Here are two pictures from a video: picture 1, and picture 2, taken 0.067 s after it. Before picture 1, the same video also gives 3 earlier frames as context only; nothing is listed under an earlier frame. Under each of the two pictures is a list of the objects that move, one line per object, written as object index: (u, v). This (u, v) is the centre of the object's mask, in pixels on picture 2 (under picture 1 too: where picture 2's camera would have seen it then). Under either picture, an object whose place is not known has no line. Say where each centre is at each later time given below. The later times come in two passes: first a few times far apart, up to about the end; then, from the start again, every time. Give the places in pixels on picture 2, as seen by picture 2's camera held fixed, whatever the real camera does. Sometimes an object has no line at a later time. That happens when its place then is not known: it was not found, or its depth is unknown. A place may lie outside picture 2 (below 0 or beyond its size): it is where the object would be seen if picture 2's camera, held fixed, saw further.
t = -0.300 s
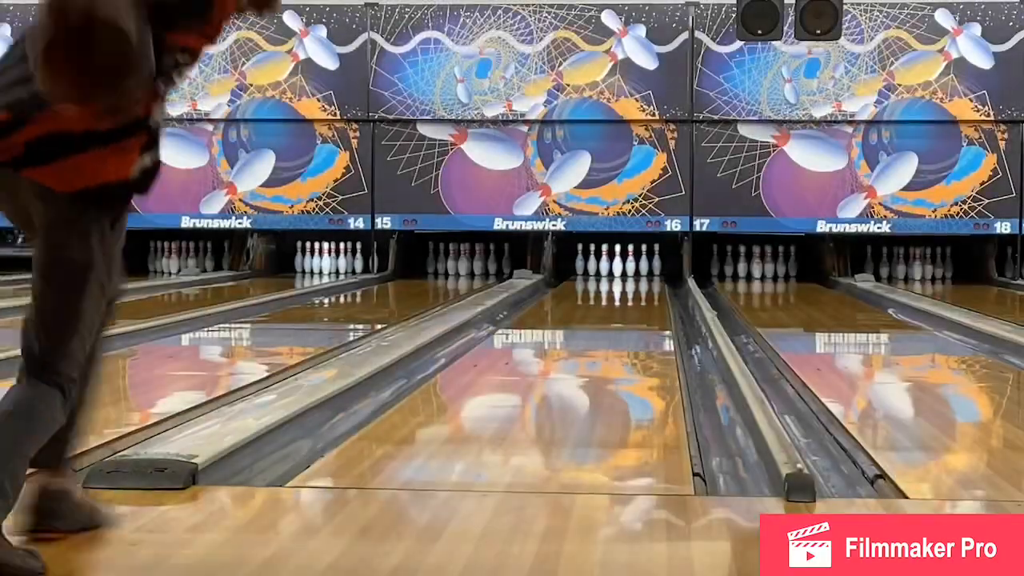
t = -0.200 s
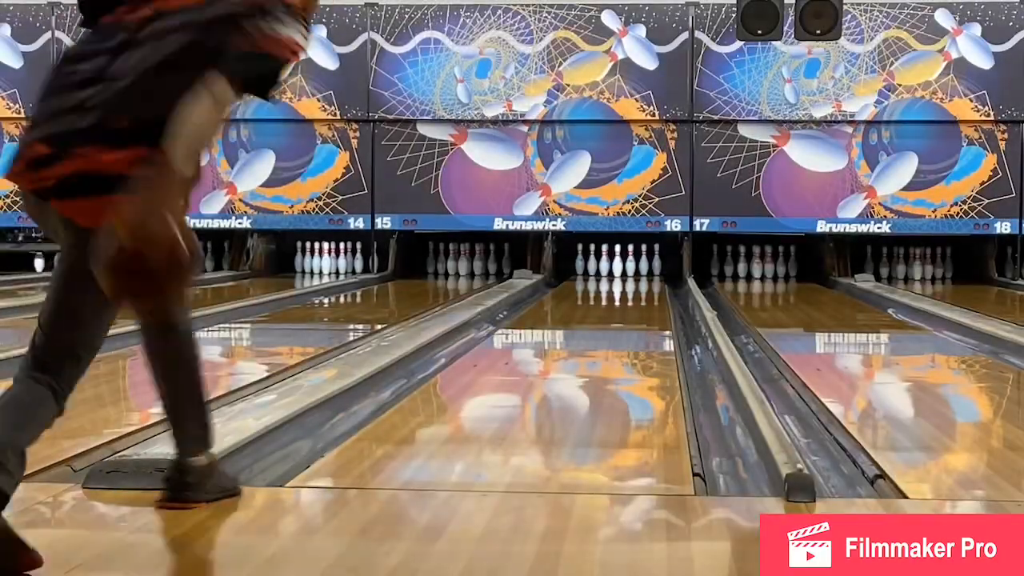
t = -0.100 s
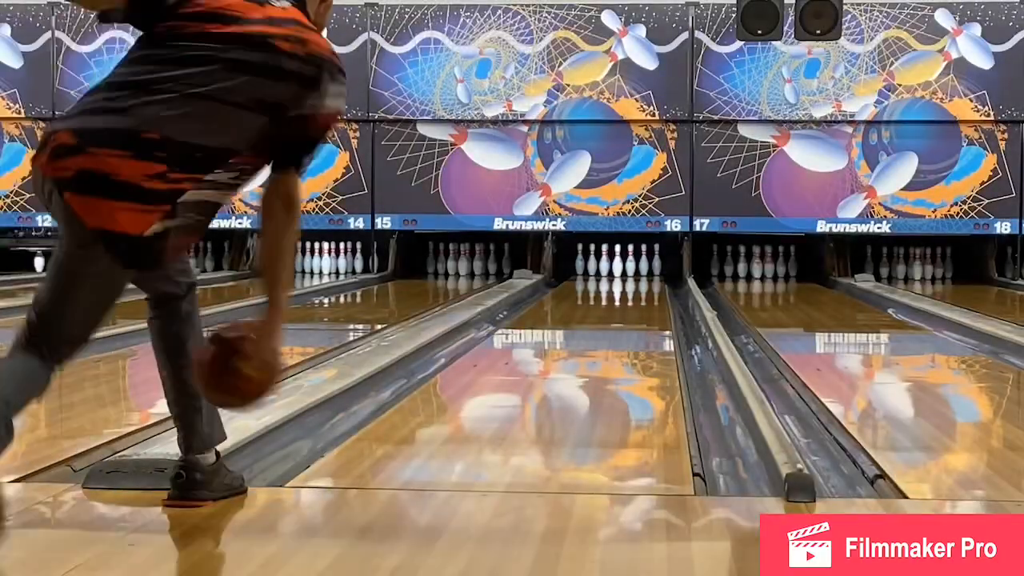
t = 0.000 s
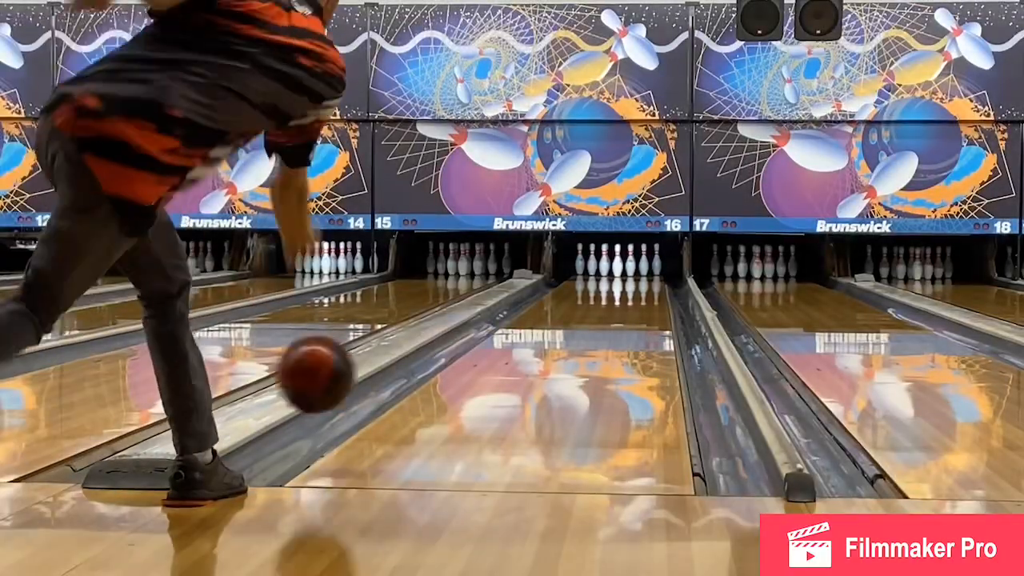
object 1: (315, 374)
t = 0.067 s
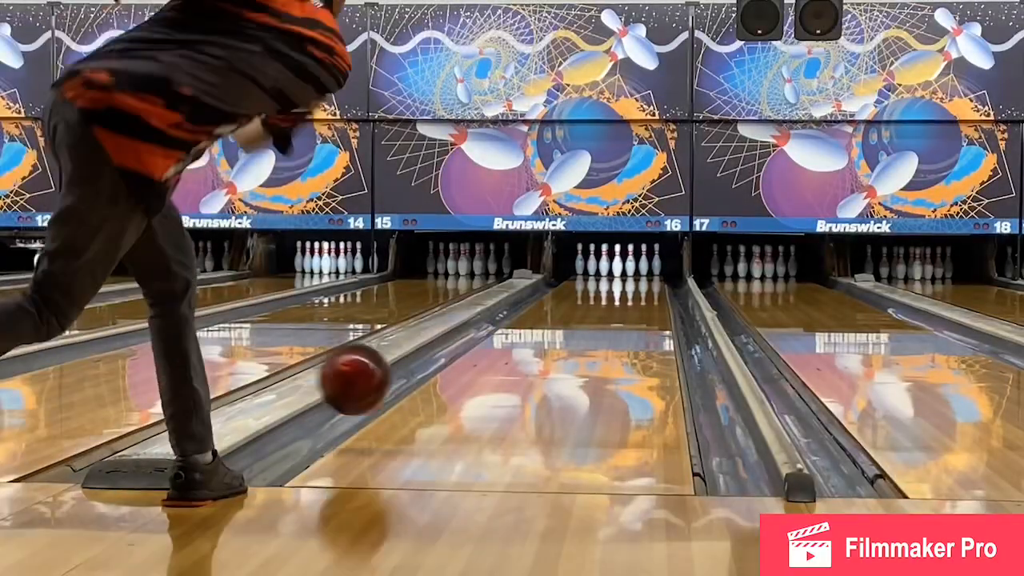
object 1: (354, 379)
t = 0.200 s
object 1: (415, 390)
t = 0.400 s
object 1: (478, 360)
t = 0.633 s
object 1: (527, 337)
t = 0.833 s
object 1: (558, 322)
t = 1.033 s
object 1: (581, 311)
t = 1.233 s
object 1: (599, 301)
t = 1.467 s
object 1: (614, 292)
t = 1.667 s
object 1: (625, 286)
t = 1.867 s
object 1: (632, 281)
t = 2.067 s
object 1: (636, 277)
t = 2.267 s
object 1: (636, 273)
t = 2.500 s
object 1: (630, 270)
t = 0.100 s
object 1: (371, 387)
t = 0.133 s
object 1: (387, 398)
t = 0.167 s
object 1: (402, 395)
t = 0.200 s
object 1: (415, 390)
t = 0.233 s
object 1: (427, 384)
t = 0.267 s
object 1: (439, 378)
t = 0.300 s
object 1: (450, 373)
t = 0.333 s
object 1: (460, 368)
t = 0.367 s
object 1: (469, 364)
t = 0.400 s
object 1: (478, 360)
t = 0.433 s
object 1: (486, 356)
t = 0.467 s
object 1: (494, 352)
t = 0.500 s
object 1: (501, 349)
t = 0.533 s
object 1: (508, 346)
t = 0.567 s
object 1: (515, 343)
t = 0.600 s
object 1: (521, 340)
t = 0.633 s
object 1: (527, 337)
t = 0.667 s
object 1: (533, 334)
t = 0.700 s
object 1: (537, 331)
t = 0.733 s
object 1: (543, 329)
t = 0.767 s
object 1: (548, 326)
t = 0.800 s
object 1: (553, 324)
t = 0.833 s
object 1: (558, 322)
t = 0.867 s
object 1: (562, 320)
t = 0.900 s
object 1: (566, 318)
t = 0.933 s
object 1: (570, 316)
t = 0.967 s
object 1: (574, 314)
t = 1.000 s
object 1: (577, 312)
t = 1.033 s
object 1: (581, 311)
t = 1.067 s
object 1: (584, 308)
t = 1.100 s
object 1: (588, 307)
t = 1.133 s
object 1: (591, 306)
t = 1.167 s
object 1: (592, 304)
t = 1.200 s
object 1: (596, 303)
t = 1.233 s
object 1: (599, 301)
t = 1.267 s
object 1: (601, 300)
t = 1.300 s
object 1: (604, 298)
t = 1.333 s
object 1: (605, 297)
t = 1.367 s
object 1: (608, 296)
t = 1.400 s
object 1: (610, 294)
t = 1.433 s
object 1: (612, 293)
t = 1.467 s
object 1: (614, 292)
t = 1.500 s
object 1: (615, 292)
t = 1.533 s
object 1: (618, 291)
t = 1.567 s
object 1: (621, 289)
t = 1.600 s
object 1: (622, 288)
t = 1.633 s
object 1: (623, 288)
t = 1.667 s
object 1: (625, 286)
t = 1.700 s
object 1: (626, 285)
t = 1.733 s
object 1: (627, 284)
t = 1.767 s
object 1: (629, 284)
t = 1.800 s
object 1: (630, 283)
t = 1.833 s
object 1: (631, 282)
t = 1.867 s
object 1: (632, 281)
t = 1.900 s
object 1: (633, 280)
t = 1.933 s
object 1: (634, 279)
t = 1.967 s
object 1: (634, 279)
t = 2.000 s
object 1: (634, 278)
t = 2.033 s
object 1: (635, 278)
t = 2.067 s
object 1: (636, 277)
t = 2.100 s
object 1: (636, 276)
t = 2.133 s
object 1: (636, 276)
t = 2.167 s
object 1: (636, 275)
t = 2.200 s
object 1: (637, 274)
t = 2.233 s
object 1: (636, 274)
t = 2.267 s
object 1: (636, 273)
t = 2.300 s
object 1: (636, 273)
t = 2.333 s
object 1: (635, 272)
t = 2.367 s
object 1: (635, 272)
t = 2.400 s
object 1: (634, 271)
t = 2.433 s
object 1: (633, 271)
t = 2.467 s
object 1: (632, 270)
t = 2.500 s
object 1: (630, 270)
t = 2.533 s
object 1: (629, 270)
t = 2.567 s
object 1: (628, 269)
